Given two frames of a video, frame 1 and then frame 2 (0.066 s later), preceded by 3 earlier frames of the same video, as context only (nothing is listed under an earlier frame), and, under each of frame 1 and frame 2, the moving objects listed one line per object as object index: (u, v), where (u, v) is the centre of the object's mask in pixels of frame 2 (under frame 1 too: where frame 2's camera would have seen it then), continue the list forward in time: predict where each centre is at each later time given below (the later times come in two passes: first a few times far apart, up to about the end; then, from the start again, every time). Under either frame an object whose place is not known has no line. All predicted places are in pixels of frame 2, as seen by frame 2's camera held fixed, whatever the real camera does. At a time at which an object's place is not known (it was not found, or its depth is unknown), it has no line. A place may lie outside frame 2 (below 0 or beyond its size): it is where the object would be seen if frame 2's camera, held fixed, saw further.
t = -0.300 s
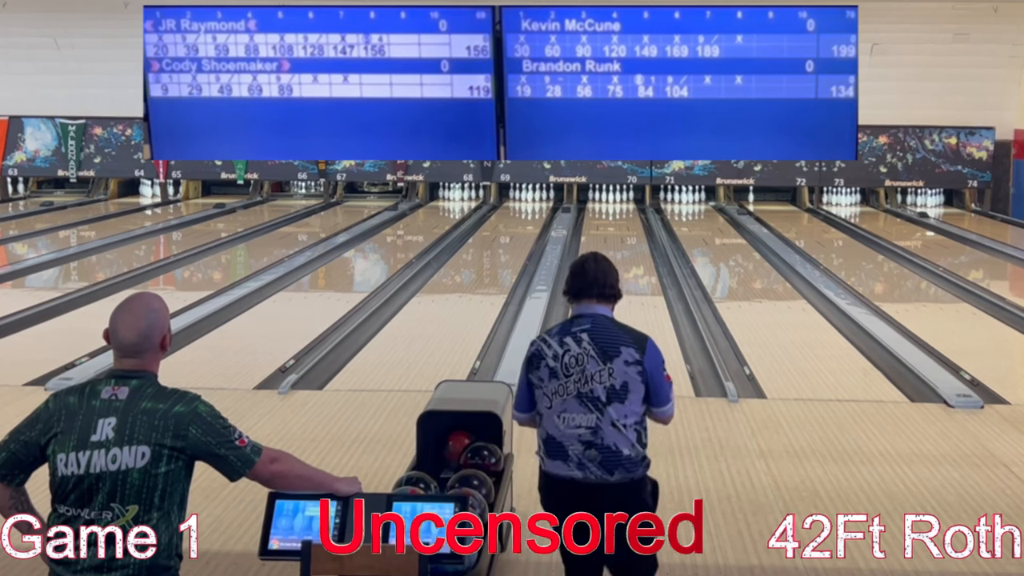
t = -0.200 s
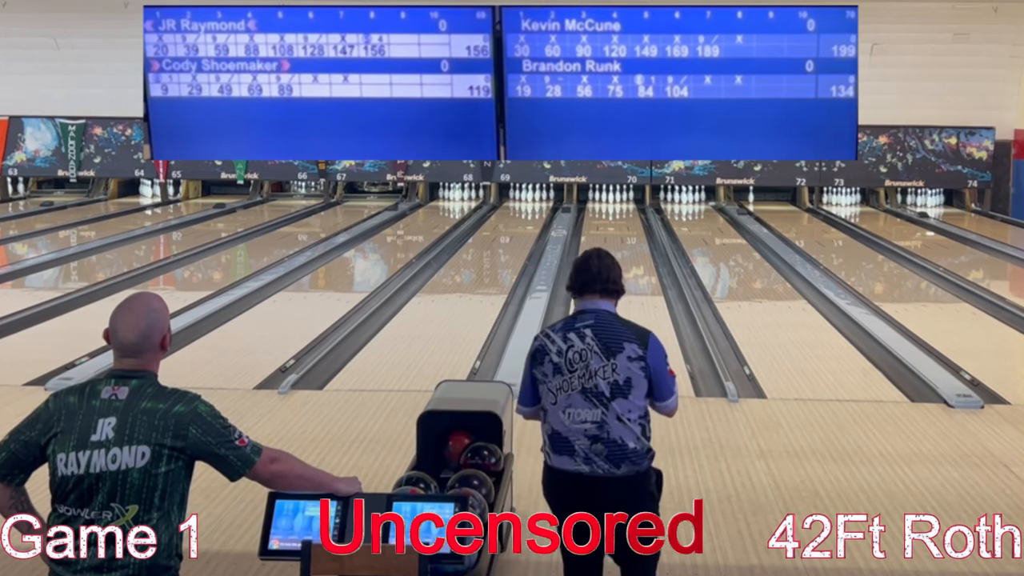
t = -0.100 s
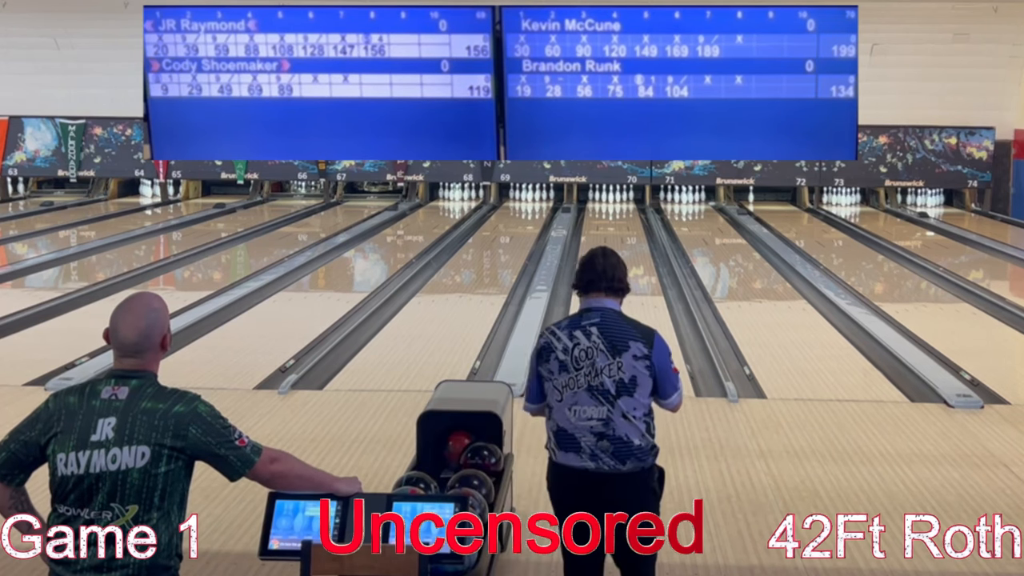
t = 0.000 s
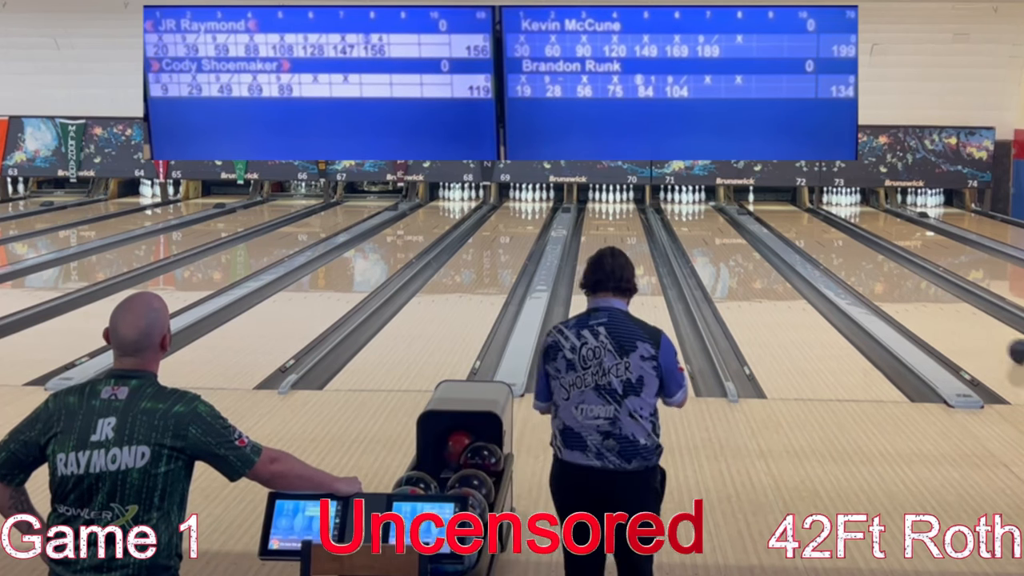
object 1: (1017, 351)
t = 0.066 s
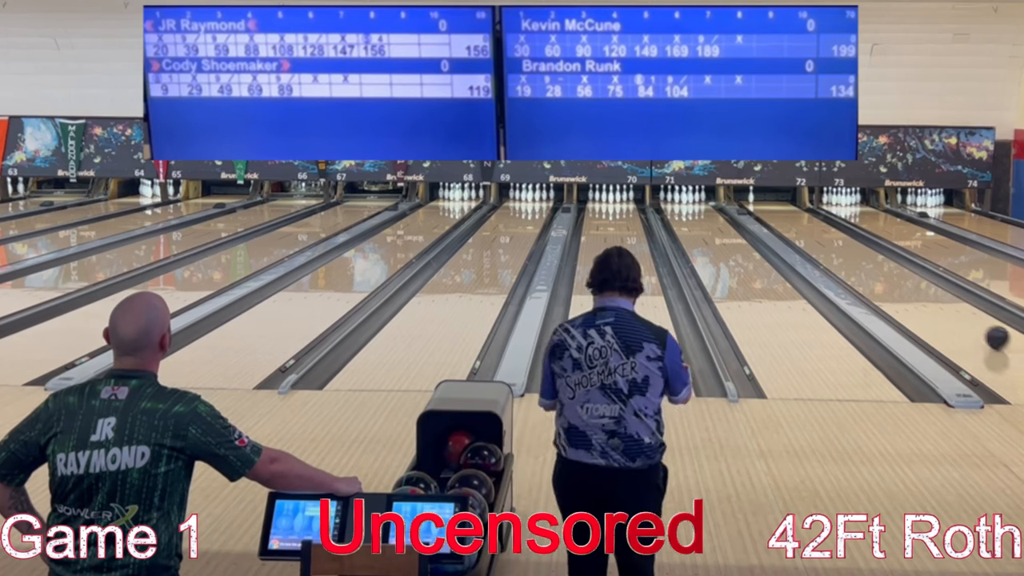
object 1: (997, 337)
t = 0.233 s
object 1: (948, 309)
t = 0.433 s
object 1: (902, 282)
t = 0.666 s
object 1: (862, 259)
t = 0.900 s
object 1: (831, 241)
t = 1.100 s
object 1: (809, 228)
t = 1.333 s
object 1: (788, 216)
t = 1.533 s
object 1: (773, 208)
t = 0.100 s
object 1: (986, 331)
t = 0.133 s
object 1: (976, 325)
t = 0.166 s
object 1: (966, 319)
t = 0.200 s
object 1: (956, 314)
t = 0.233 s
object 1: (948, 309)
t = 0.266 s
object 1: (939, 303)
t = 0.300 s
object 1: (931, 299)
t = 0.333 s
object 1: (924, 295)
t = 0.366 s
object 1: (916, 291)
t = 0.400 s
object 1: (909, 286)
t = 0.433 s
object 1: (902, 282)
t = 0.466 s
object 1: (896, 279)
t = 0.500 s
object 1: (890, 275)
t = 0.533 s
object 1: (884, 272)
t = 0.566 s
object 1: (878, 268)
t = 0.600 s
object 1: (872, 265)
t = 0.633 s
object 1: (867, 262)
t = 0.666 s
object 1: (862, 259)
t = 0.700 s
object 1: (857, 256)
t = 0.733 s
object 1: (852, 253)
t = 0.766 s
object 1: (848, 250)
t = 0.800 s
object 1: (843, 248)
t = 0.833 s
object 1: (839, 245)
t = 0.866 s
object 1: (835, 243)
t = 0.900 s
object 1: (831, 241)
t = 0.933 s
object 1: (827, 238)
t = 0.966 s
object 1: (823, 236)
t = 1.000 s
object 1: (819, 234)
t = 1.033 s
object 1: (816, 232)
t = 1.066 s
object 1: (812, 230)
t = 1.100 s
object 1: (809, 228)
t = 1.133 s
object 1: (806, 226)
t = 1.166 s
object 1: (803, 225)
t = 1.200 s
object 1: (800, 223)
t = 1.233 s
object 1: (797, 221)
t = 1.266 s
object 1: (794, 220)
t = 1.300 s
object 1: (791, 218)
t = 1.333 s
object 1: (788, 216)
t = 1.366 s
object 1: (786, 215)
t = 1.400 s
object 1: (783, 214)
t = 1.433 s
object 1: (781, 212)
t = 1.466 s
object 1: (778, 211)
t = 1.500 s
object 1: (776, 210)
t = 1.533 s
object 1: (773, 208)
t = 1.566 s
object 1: (771, 207)
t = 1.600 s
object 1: (768, 206)
